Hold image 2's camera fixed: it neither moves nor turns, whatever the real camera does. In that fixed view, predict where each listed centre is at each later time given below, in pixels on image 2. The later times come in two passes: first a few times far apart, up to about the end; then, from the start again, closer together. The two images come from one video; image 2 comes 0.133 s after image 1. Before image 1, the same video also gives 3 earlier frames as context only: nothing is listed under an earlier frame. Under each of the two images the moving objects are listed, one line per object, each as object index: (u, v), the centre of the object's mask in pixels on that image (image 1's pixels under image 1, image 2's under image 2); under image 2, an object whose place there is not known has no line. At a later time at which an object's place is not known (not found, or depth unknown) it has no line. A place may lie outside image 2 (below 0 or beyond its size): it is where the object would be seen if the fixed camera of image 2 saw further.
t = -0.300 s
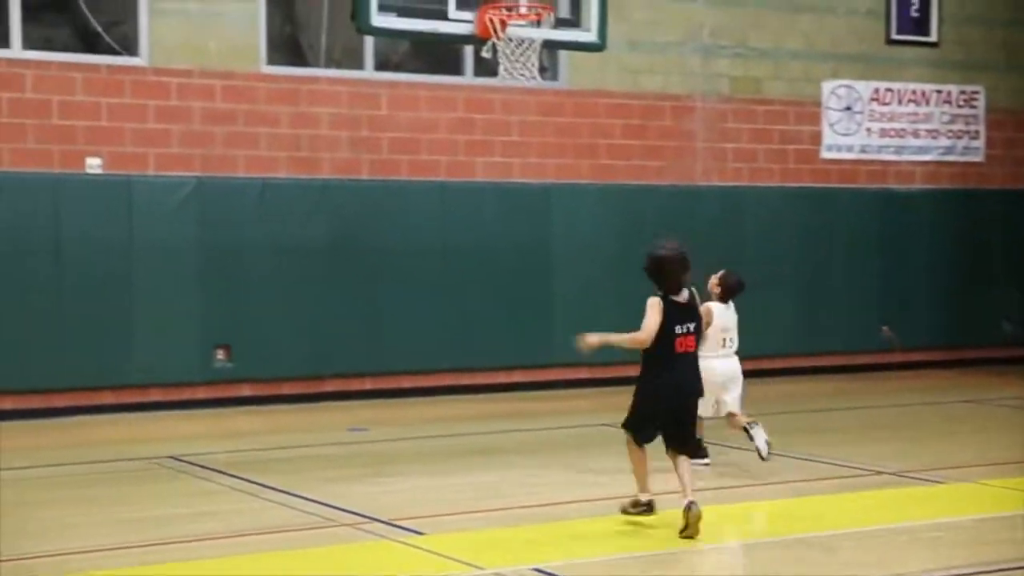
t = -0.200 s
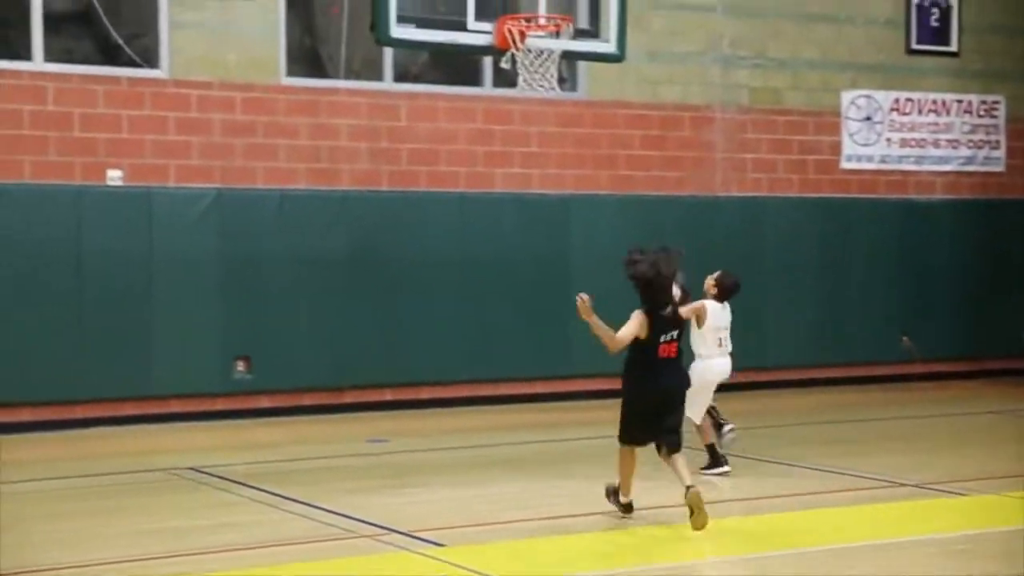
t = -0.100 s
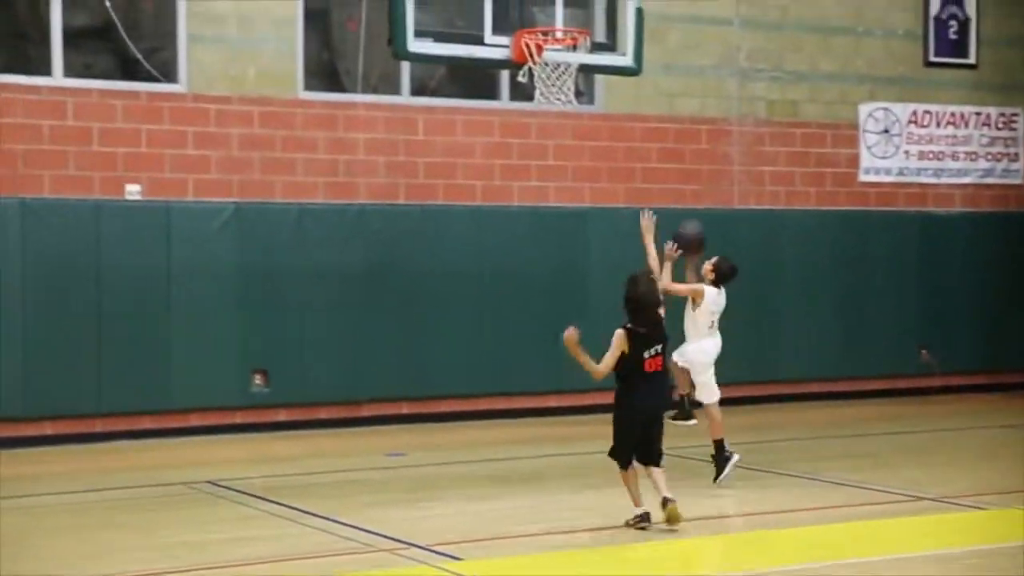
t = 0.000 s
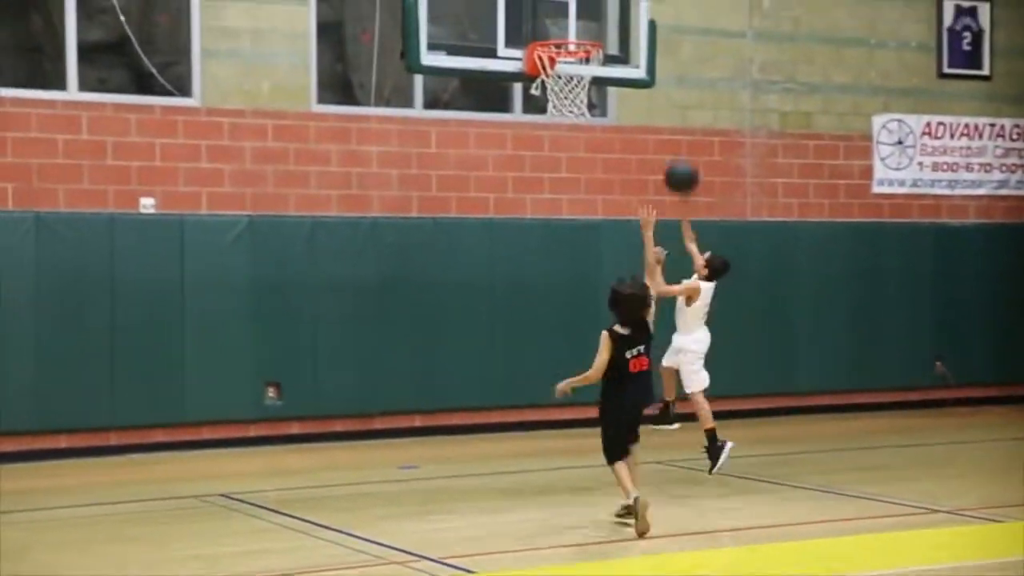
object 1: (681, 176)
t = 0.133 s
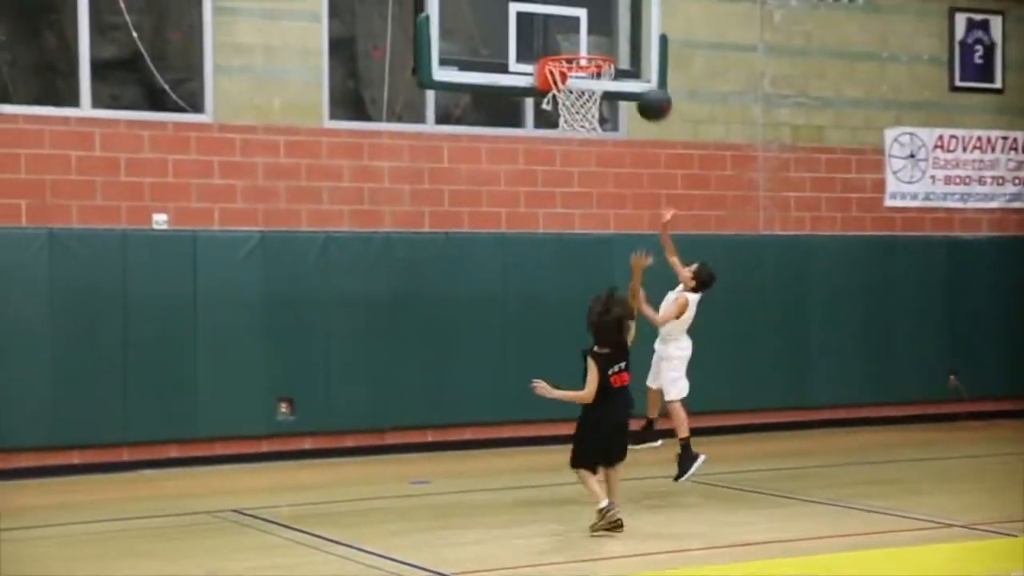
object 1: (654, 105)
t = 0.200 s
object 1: (633, 71)
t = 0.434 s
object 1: (578, 8)
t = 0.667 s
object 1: (565, 36)
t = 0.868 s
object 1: (589, 44)
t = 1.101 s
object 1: (560, 41)
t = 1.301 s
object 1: (571, 45)
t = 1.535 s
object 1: (584, 104)
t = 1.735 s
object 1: (594, 169)
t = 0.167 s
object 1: (645, 88)
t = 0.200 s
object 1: (633, 71)
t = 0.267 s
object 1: (616, 43)
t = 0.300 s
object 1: (606, 33)
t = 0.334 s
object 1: (597, 23)
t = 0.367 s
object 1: (586, 15)
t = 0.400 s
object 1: (580, 10)
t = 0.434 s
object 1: (578, 8)
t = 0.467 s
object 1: (577, 7)
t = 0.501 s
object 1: (574, 7)
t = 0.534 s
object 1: (573, 10)
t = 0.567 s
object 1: (571, 14)
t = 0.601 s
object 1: (569, 20)
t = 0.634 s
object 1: (567, 28)
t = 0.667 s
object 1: (565, 36)
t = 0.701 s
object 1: (565, 42)
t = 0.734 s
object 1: (572, 42)
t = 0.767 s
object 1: (579, 42)
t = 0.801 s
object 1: (587, 44)
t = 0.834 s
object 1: (594, 45)
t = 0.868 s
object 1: (589, 44)
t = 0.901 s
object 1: (582, 42)
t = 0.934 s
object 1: (576, 41)
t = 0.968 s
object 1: (571, 41)
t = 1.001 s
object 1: (564, 42)
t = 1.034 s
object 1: (558, 43)
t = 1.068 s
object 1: (558, 43)
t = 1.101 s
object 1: (560, 41)
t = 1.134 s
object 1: (561, 39)
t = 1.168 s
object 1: (563, 39)
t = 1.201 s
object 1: (565, 40)
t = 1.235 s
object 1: (568, 41)
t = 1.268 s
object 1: (570, 43)
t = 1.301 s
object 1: (571, 45)
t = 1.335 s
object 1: (576, 64)
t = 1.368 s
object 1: (580, 70)
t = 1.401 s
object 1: (581, 74)
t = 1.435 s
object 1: (583, 81)
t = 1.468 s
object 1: (585, 88)
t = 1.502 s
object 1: (586, 97)
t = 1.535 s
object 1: (584, 104)
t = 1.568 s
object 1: (593, 125)
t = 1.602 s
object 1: (594, 128)
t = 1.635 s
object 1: (594, 135)
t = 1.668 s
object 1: (593, 142)
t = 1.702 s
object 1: (594, 155)
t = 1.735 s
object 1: (594, 169)
